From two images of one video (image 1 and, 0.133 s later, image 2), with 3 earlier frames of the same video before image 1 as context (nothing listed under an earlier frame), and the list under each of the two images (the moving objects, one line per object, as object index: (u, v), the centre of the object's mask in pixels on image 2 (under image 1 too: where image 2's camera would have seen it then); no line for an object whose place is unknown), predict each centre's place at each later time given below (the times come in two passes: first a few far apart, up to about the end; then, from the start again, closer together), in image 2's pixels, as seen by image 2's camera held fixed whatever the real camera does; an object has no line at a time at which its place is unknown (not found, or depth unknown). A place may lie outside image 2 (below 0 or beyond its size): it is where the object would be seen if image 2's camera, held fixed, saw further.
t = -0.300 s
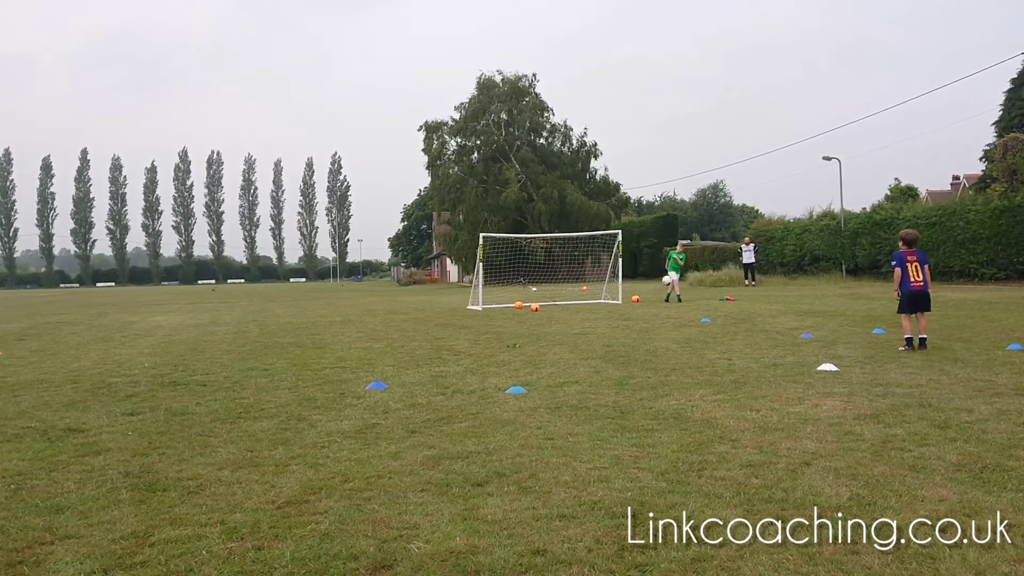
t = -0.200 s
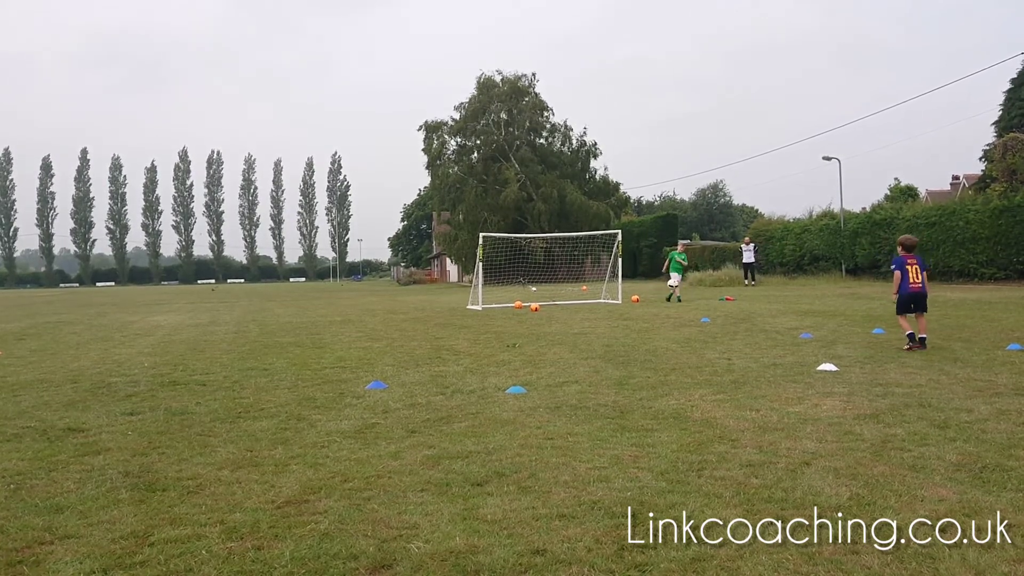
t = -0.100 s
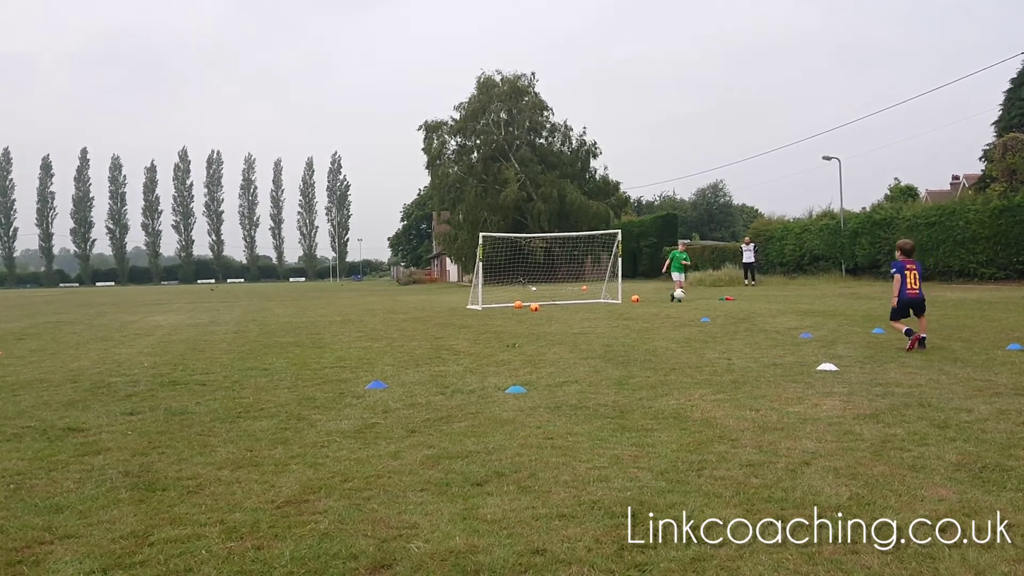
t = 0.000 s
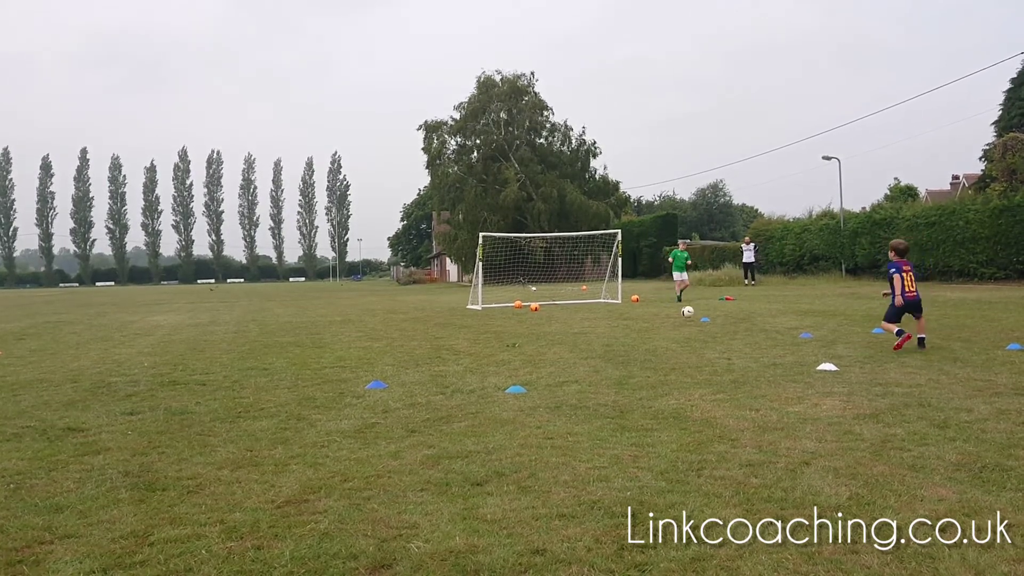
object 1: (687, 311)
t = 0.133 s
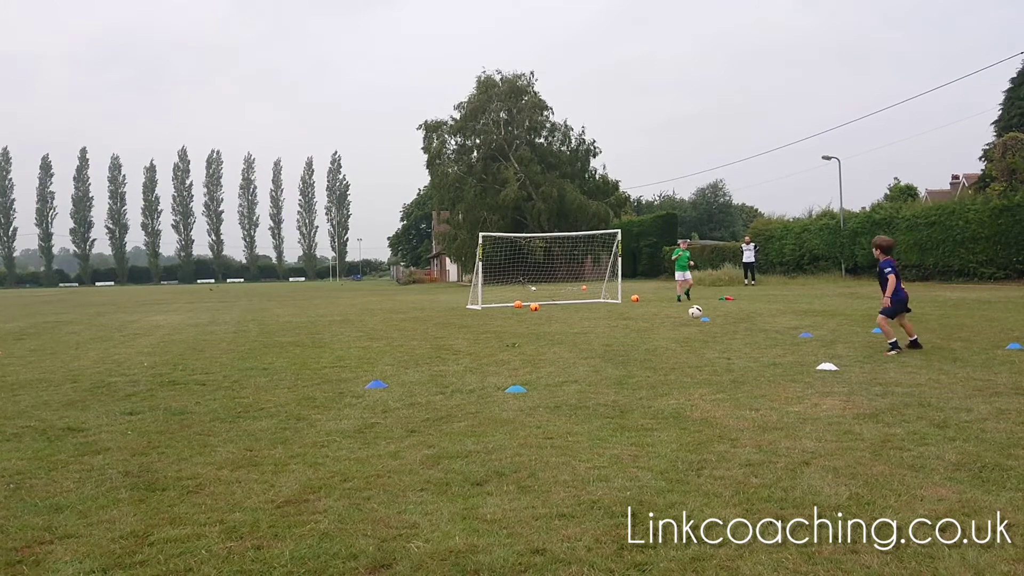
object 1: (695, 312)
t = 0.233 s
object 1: (701, 311)
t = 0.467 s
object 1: (718, 333)
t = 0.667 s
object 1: (736, 321)
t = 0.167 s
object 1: (697, 311)
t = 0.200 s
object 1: (699, 310)
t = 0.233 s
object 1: (701, 311)
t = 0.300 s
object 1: (703, 312)
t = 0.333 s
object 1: (706, 314)
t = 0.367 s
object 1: (709, 318)
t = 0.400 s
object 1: (711, 322)
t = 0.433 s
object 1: (714, 327)
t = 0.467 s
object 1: (718, 333)
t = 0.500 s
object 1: (721, 332)
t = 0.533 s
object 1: (723, 328)
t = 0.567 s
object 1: (726, 325)
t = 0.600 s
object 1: (729, 322)
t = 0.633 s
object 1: (732, 321)
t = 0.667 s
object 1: (736, 321)
